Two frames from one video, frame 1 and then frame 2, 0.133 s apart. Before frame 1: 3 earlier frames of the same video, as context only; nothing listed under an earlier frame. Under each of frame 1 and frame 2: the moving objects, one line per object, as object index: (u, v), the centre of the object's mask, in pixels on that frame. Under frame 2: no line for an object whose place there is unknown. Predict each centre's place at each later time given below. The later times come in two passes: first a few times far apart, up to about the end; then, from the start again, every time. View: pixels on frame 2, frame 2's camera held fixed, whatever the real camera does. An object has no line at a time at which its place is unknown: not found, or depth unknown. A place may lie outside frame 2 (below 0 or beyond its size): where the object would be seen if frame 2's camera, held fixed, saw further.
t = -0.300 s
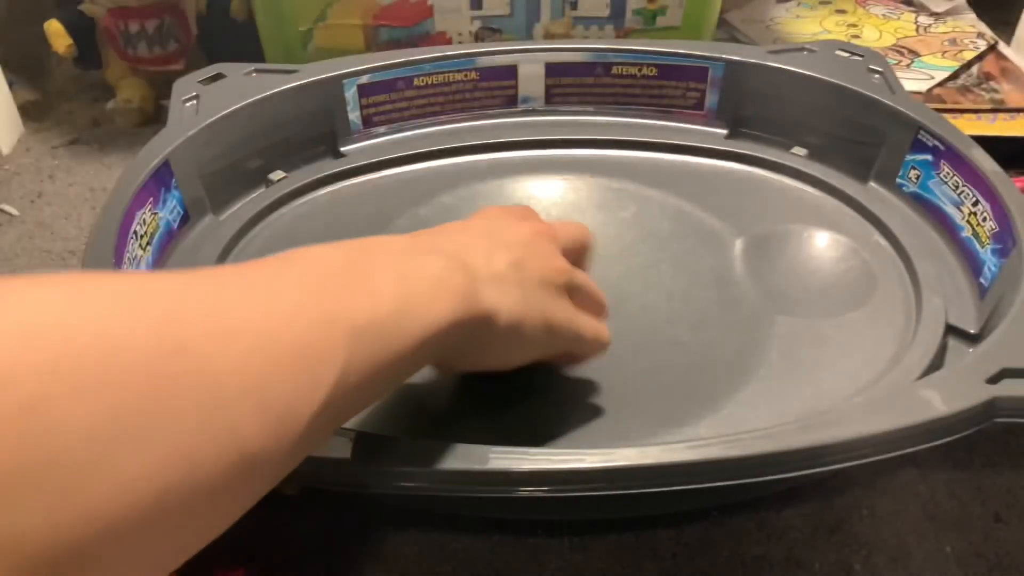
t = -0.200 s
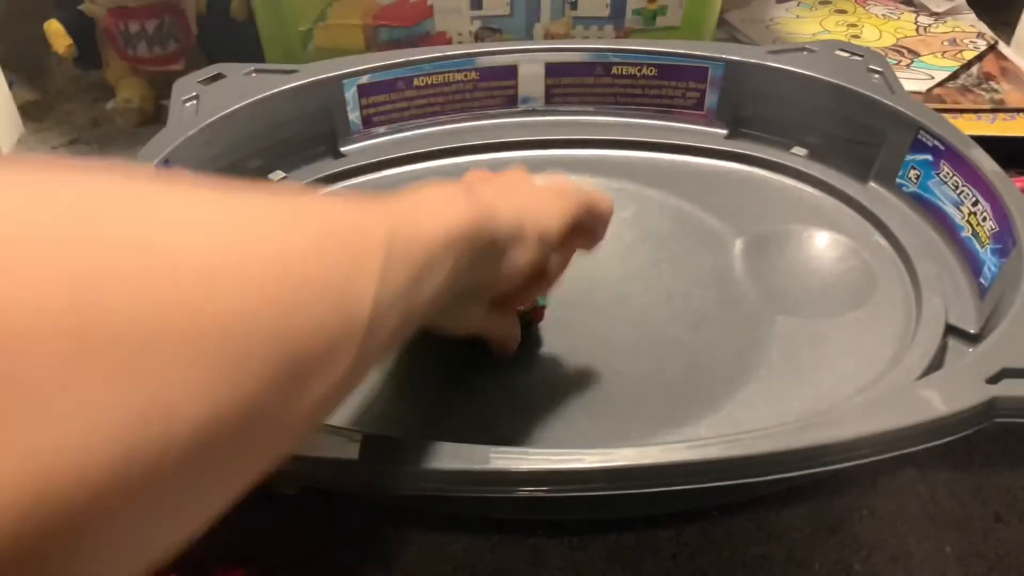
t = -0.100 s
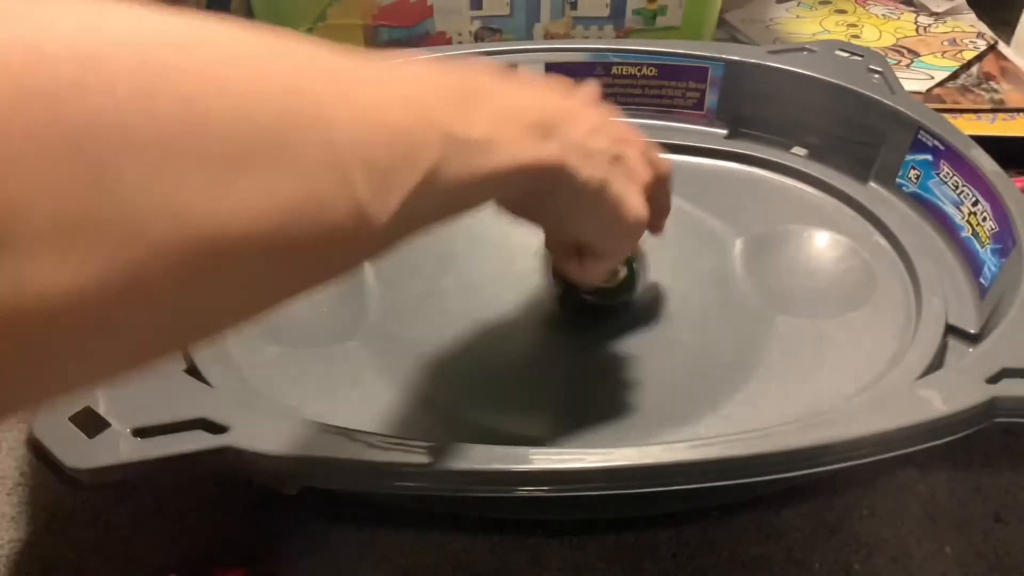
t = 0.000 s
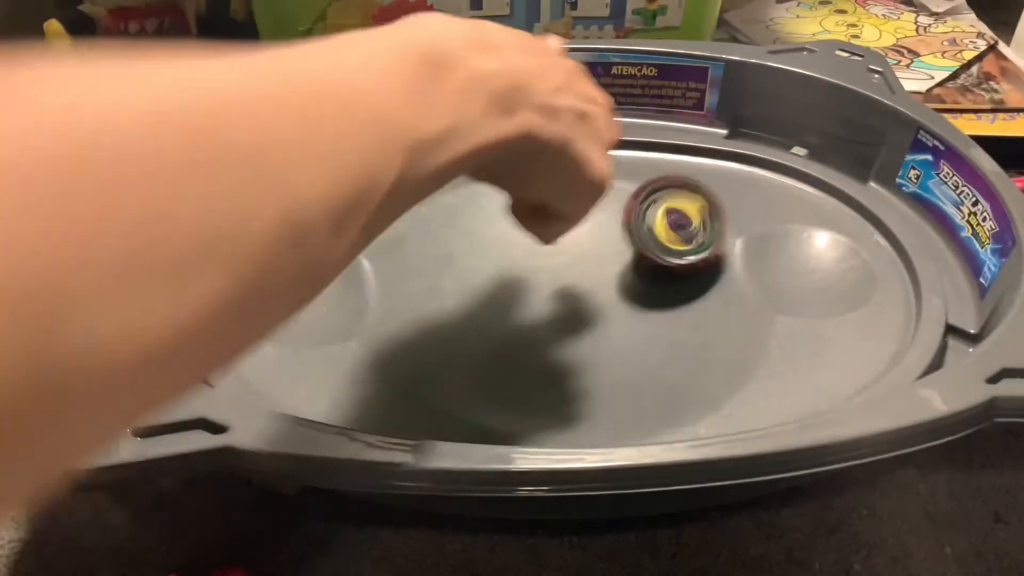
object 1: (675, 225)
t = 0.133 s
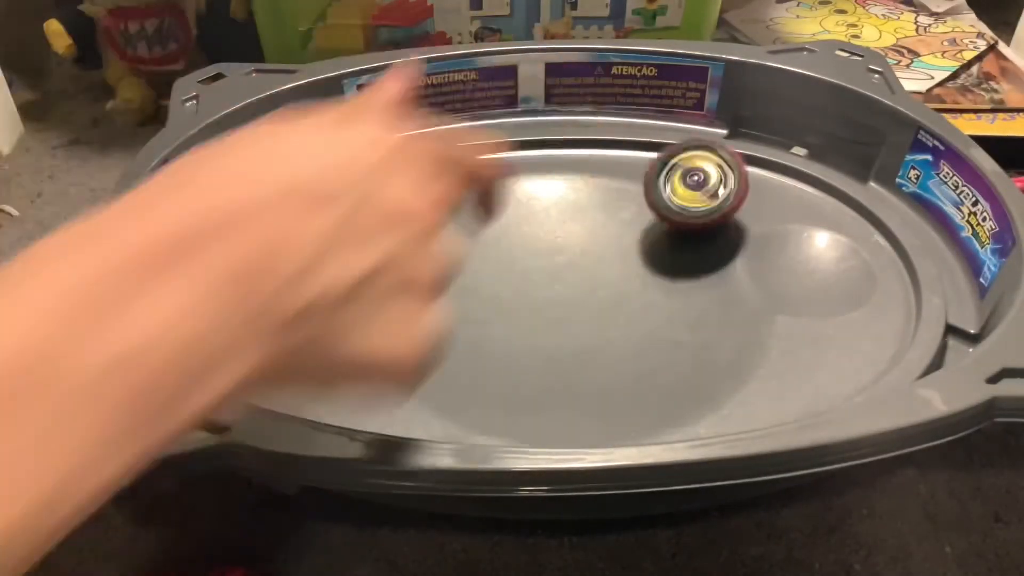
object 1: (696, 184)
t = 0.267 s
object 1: (695, 188)
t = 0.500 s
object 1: (582, 261)
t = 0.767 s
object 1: (461, 343)
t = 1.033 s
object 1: (557, 349)
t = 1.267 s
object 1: (627, 249)
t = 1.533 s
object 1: (553, 180)
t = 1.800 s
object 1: (521, 266)
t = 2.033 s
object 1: (614, 343)
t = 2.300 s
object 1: (607, 315)
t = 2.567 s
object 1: (500, 265)
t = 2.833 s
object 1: (488, 266)
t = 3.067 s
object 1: (513, 268)
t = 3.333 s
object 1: (520, 257)
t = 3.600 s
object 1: (514, 270)
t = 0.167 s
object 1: (697, 183)
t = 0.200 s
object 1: (698, 182)
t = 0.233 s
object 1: (699, 184)
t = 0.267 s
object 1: (695, 188)
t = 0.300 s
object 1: (687, 194)
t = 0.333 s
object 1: (674, 201)
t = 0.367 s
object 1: (665, 218)
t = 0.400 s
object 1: (648, 227)
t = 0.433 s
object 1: (628, 236)
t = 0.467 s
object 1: (605, 248)
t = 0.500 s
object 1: (582, 261)
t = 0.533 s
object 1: (554, 275)
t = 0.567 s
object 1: (530, 286)
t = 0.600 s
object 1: (507, 297)
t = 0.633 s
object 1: (484, 306)
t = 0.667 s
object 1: (467, 316)
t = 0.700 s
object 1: (459, 327)
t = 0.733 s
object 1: (462, 343)
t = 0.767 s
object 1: (461, 343)
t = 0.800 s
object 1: (469, 348)
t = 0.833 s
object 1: (479, 354)
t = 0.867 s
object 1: (491, 354)
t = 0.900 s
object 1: (501, 355)
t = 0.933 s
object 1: (512, 355)
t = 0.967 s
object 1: (525, 355)
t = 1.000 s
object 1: (543, 353)
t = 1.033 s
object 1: (557, 349)
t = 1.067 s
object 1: (573, 343)
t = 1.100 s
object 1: (587, 334)
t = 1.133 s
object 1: (601, 321)
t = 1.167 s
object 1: (615, 305)
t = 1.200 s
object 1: (622, 287)
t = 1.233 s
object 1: (626, 268)
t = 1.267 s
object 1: (627, 249)
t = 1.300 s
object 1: (622, 230)
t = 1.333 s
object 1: (615, 212)
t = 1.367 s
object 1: (605, 198)
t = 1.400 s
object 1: (589, 194)
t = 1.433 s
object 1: (579, 189)
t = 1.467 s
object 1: (567, 183)
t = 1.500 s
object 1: (560, 177)
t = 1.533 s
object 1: (553, 180)
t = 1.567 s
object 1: (548, 182)
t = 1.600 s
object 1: (539, 189)
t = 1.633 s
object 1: (529, 199)
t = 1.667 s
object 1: (521, 208)
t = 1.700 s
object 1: (518, 219)
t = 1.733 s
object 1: (517, 233)
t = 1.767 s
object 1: (519, 249)
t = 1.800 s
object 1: (521, 266)
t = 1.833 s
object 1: (526, 284)
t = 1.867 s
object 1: (535, 300)
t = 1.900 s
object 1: (549, 315)
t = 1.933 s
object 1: (566, 326)
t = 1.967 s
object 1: (583, 335)
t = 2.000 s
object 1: (599, 340)
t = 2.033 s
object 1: (614, 343)
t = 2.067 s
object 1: (625, 344)
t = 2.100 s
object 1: (633, 341)
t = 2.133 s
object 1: (636, 336)
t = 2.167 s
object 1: (634, 334)
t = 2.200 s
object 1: (628, 328)
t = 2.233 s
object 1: (622, 326)
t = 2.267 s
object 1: (613, 321)
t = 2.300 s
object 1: (607, 315)
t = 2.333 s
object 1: (595, 310)
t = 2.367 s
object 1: (583, 302)
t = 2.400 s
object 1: (565, 298)
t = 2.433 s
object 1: (556, 288)
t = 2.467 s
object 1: (542, 279)
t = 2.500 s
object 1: (528, 272)
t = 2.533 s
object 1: (513, 267)
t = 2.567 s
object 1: (500, 265)
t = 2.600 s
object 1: (491, 263)
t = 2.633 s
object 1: (485, 262)
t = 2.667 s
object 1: (482, 264)
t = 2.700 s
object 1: (484, 263)
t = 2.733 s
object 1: (488, 265)
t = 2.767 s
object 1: (493, 268)
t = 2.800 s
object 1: (483, 266)
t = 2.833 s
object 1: (488, 266)
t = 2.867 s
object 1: (491, 265)
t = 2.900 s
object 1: (493, 266)
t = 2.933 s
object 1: (493, 270)
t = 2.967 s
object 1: (496, 279)
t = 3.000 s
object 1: (501, 277)
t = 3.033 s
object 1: (508, 271)
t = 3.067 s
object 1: (513, 268)
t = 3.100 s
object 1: (519, 263)
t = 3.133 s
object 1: (521, 264)
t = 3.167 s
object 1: (524, 263)
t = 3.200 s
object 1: (522, 264)
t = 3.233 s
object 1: (519, 260)
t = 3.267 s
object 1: (517, 259)
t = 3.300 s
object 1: (519, 259)
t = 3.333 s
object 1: (520, 257)
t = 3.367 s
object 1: (517, 259)
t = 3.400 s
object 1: (518, 260)
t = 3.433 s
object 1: (519, 262)
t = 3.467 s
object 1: (519, 264)
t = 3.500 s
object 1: (518, 268)
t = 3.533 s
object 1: (516, 273)
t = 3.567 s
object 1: (516, 268)
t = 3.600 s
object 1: (514, 270)
